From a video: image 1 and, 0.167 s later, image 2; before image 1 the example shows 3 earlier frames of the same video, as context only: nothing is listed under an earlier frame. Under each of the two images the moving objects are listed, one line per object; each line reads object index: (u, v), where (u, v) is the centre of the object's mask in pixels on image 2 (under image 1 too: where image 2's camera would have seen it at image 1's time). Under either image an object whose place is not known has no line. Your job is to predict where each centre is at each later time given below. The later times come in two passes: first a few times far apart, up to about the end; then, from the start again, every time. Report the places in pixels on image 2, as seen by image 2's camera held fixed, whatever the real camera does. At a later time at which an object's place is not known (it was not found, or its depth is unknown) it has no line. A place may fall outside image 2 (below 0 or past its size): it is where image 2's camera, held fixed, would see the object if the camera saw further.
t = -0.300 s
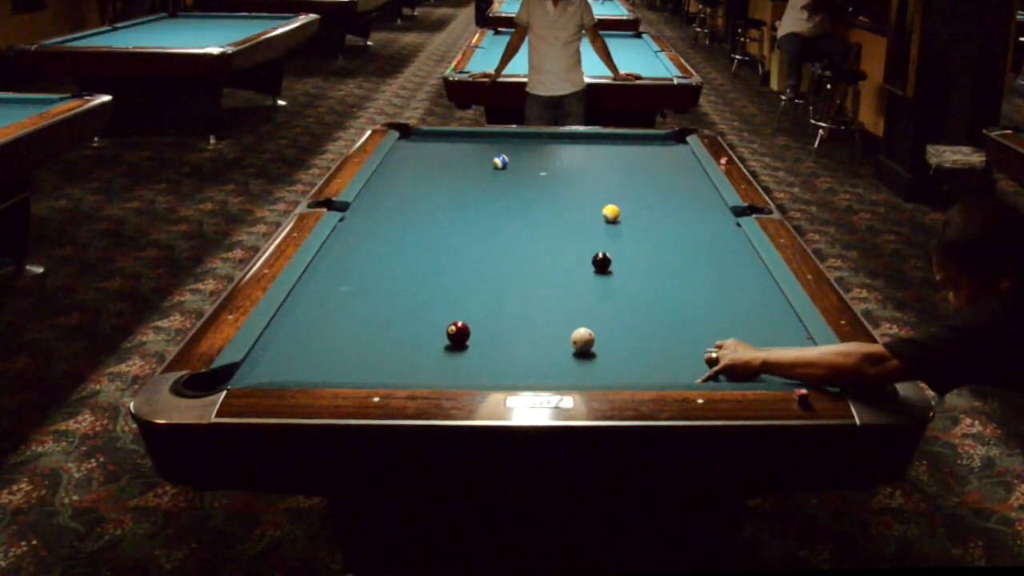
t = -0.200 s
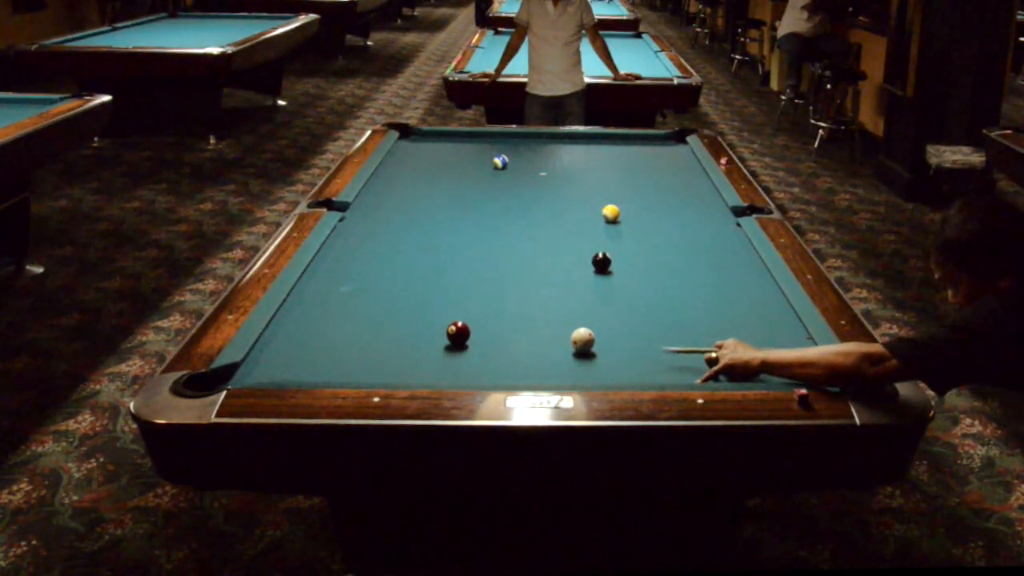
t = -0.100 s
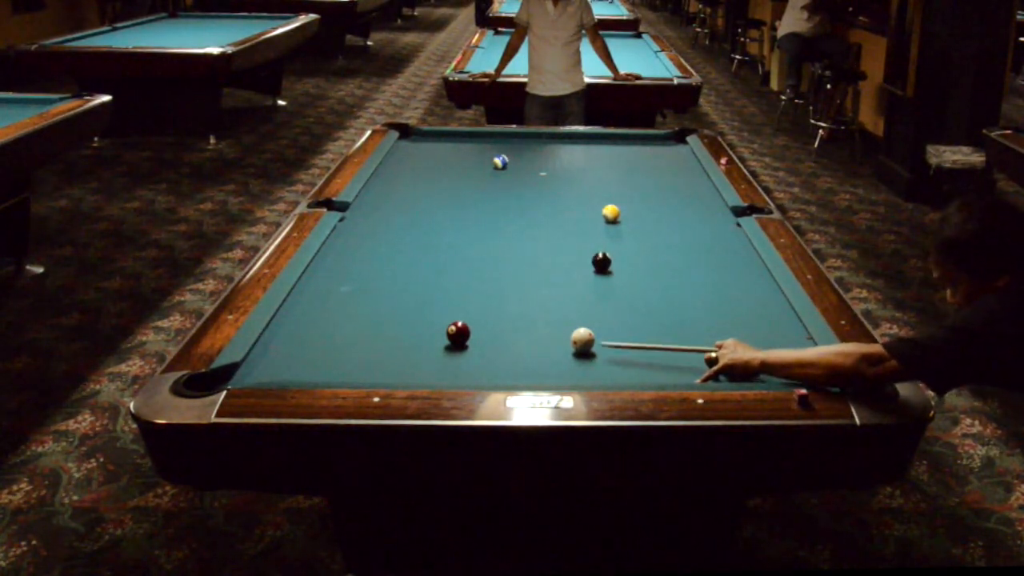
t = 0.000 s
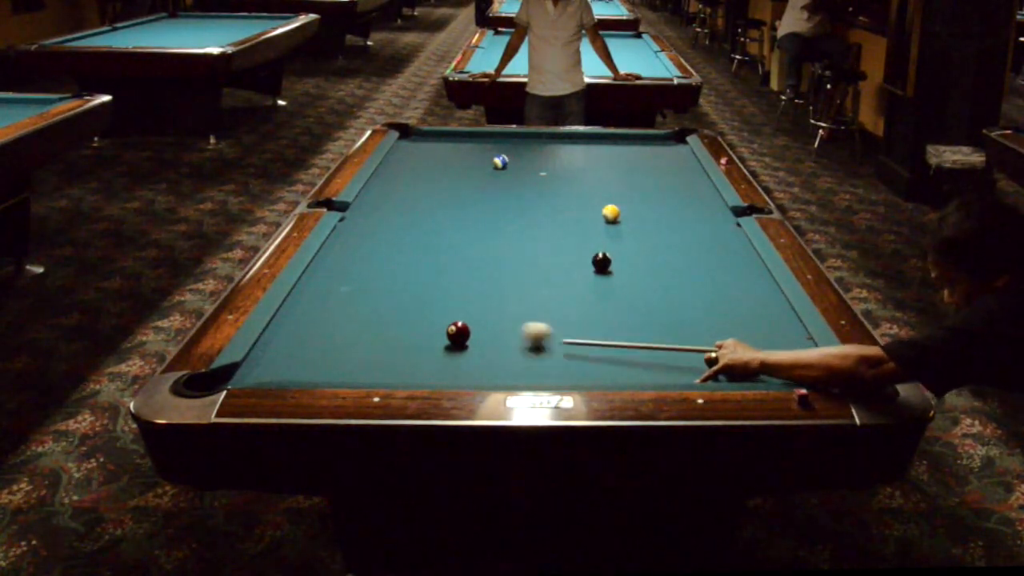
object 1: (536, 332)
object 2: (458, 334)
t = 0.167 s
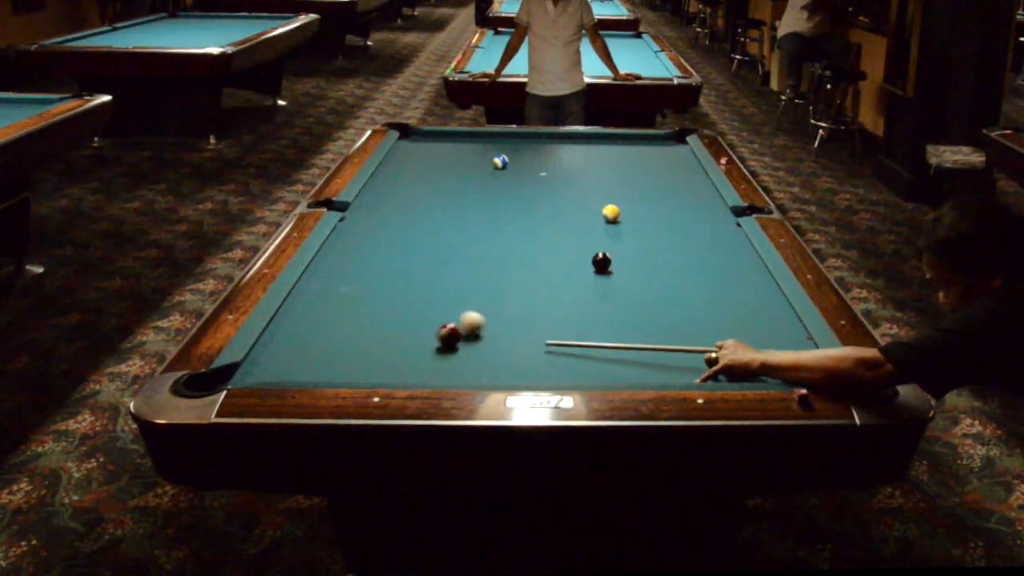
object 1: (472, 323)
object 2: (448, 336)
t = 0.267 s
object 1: (450, 314)
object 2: (430, 339)
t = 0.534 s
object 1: (396, 294)
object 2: (382, 349)
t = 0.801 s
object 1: (349, 276)
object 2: (334, 359)
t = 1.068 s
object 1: (326, 263)
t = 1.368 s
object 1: (353, 258)
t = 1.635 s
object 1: (376, 255)
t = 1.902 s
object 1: (395, 252)
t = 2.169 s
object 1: (412, 249)
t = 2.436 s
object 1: (428, 246)
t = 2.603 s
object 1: (436, 245)
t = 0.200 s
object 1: (465, 320)
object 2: (442, 337)
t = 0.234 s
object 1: (457, 317)
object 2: (436, 338)
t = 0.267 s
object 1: (450, 314)
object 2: (430, 339)
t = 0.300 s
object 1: (443, 311)
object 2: (424, 341)
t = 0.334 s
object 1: (436, 309)
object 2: (418, 342)
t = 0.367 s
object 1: (429, 306)
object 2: (412, 343)
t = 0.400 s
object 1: (422, 304)
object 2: (405, 344)
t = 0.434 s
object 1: (416, 301)
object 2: (400, 346)
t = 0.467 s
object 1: (409, 299)
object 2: (394, 347)
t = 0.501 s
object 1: (403, 296)
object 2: (388, 348)
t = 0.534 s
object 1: (396, 294)
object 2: (382, 349)
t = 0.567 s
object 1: (390, 291)
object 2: (376, 350)
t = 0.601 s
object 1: (384, 289)
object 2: (370, 352)
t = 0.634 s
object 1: (378, 286)
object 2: (364, 353)
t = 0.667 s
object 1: (372, 284)
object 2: (358, 354)
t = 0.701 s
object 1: (366, 282)
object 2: (352, 356)
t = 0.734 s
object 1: (361, 280)
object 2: (346, 357)
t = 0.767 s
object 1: (355, 278)
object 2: (340, 358)
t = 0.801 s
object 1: (349, 276)
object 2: (334, 359)
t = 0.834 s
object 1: (344, 273)
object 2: (328, 360)
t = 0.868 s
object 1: (338, 272)
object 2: (322, 361)
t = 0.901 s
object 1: (333, 269)
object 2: (317, 362)
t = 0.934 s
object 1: (328, 268)
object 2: (311, 363)
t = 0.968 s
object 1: (322, 266)
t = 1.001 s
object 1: (319, 264)
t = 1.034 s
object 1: (322, 264)
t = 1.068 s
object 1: (326, 263)
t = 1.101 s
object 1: (329, 262)
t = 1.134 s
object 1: (332, 262)
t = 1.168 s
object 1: (335, 262)
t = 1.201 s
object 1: (338, 261)
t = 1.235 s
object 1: (342, 260)
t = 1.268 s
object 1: (345, 260)
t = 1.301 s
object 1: (348, 259)
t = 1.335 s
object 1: (351, 259)
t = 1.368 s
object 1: (353, 258)
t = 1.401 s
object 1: (356, 258)
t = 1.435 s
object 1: (359, 258)
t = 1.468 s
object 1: (362, 257)
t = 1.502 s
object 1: (365, 256)
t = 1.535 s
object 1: (368, 256)
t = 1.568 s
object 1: (370, 255)
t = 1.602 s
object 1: (373, 255)
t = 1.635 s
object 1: (376, 255)
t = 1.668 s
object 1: (378, 255)
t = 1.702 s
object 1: (380, 254)
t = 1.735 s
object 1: (383, 254)
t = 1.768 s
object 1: (385, 253)
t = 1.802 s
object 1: (388, 253)
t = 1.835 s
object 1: (391, 253)
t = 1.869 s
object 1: (393, 252)
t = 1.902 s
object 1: (395, 252)
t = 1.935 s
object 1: (397, 251)
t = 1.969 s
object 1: (400, 251)
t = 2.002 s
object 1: (402, 251)
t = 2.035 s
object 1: (404, 251)
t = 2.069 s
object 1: (406, 250)
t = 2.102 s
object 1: (408, 250)
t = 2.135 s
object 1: (410, 250)
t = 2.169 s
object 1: (412, 249)
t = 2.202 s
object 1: (415, 249)
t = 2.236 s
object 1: (417, 248)
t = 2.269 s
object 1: (418, 248)
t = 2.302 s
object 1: (421, 248)
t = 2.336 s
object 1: (422, 247)
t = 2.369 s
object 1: (424, 247)
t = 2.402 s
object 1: (426, 247)
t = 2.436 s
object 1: (428, 246)
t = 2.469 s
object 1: (429, 246)
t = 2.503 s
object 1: (431, 246)
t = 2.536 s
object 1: (433, 245)
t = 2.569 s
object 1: (434, 245)
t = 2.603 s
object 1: (436, 245)
